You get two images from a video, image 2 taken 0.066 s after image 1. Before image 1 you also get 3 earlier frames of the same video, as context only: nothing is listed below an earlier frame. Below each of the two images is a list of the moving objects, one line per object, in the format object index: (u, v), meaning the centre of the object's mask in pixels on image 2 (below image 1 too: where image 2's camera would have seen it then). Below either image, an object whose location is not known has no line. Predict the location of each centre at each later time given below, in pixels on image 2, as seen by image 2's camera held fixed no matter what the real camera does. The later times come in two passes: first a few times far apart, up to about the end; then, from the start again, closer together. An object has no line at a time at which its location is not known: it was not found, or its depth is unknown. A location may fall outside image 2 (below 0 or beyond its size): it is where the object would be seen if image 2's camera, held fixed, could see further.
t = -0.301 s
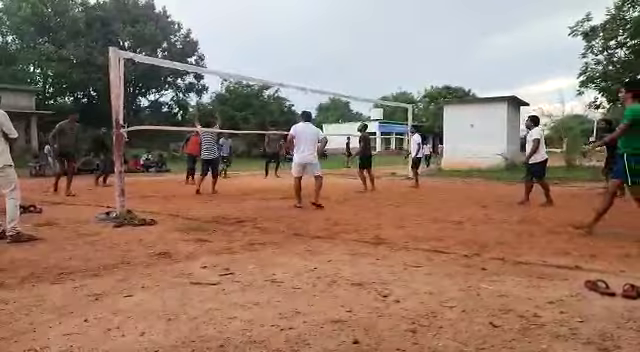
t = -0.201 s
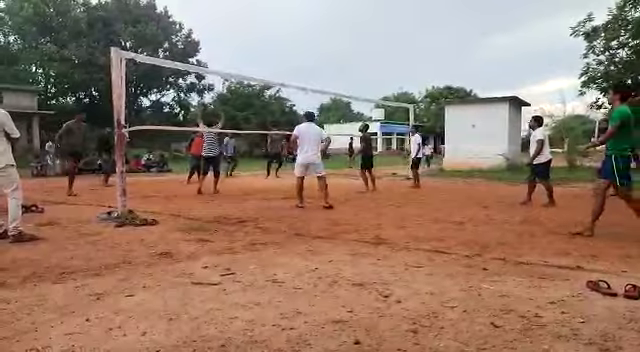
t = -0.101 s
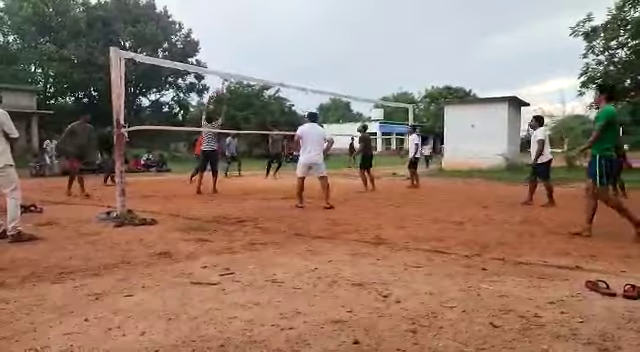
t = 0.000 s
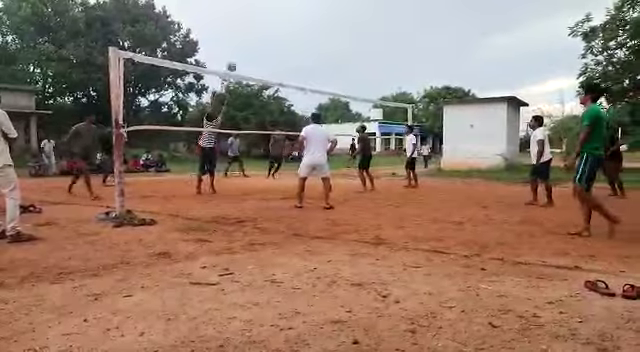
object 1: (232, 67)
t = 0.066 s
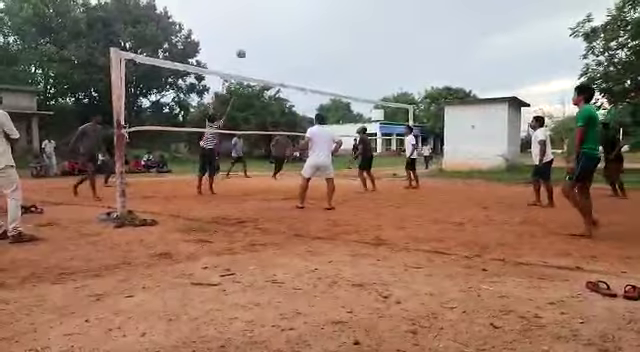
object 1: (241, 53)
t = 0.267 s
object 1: (264, 26)
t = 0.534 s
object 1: (293, 18)
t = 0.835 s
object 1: (323, 41)
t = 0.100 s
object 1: (245, 47)
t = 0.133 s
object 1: (249, 42)
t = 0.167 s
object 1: (253, 37)
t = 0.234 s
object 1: (261, 29)
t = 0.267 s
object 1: (264, 26)
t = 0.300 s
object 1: (268, 24)
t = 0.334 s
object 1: (272, 21)
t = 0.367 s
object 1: (276, 20)
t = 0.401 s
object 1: (280, 18)
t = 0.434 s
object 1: (283, 17)
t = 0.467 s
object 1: (286, 17)
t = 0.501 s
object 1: (290, 17)
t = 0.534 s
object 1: (293, 18)
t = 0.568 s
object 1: (297, 19)
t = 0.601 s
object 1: (301, 20)
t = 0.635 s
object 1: (304, 22)
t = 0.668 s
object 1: (307, 24)
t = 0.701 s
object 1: (311, 27)
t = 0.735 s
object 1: (313, 30)
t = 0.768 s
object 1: (317, 33)
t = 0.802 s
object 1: (320, 37)
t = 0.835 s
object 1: (323, 41)
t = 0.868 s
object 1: (325, 46)
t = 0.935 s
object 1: (331, 56)
